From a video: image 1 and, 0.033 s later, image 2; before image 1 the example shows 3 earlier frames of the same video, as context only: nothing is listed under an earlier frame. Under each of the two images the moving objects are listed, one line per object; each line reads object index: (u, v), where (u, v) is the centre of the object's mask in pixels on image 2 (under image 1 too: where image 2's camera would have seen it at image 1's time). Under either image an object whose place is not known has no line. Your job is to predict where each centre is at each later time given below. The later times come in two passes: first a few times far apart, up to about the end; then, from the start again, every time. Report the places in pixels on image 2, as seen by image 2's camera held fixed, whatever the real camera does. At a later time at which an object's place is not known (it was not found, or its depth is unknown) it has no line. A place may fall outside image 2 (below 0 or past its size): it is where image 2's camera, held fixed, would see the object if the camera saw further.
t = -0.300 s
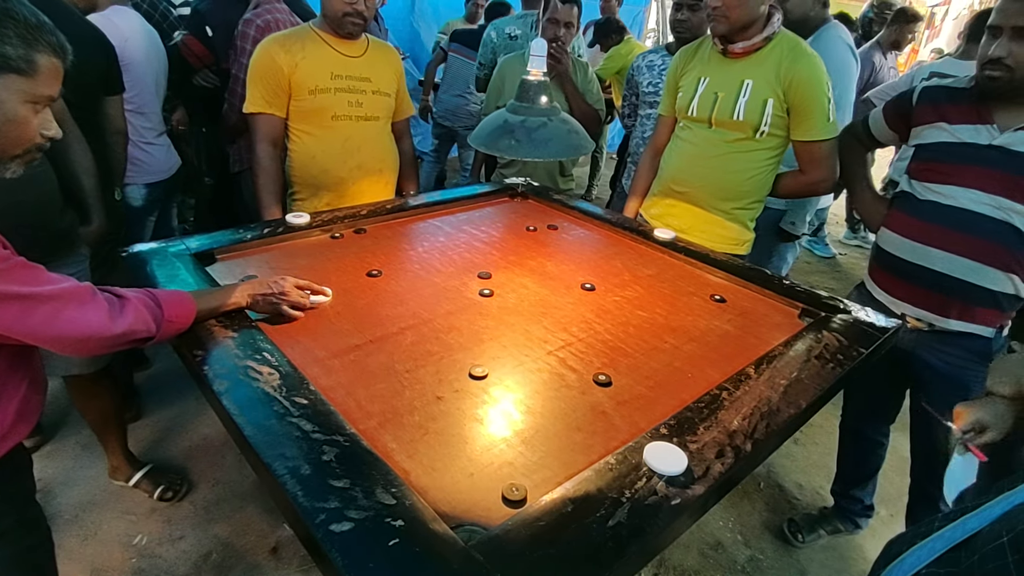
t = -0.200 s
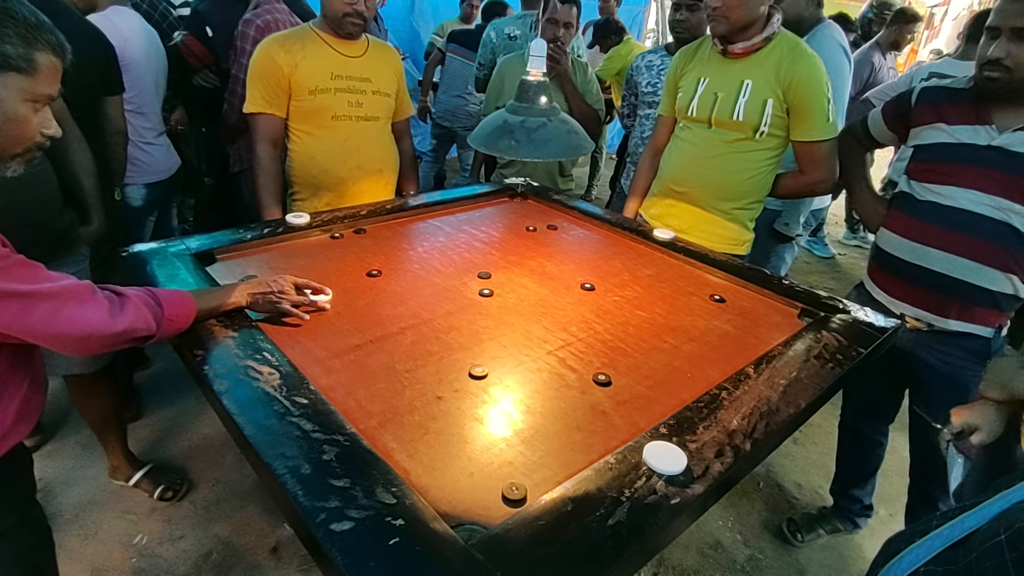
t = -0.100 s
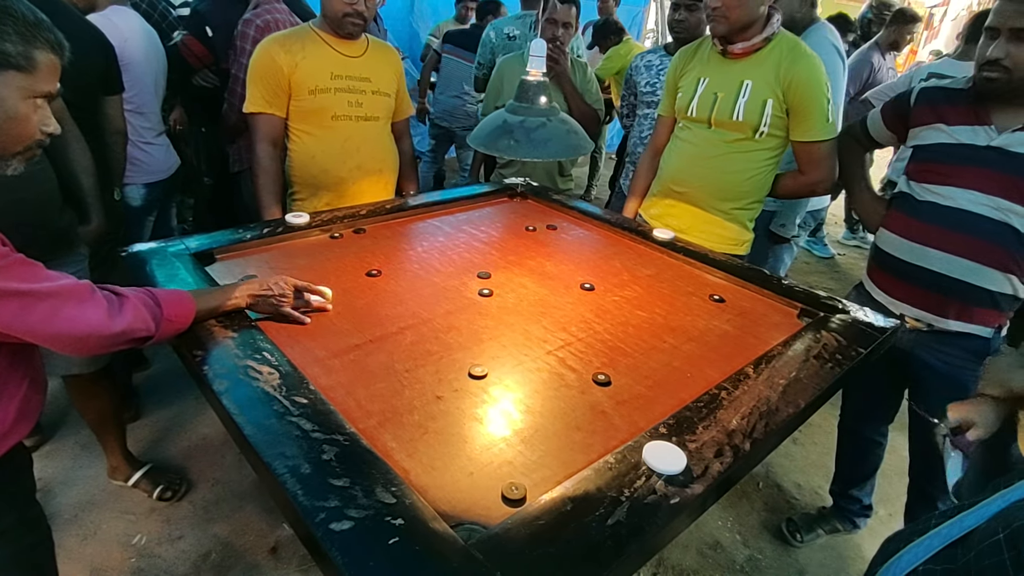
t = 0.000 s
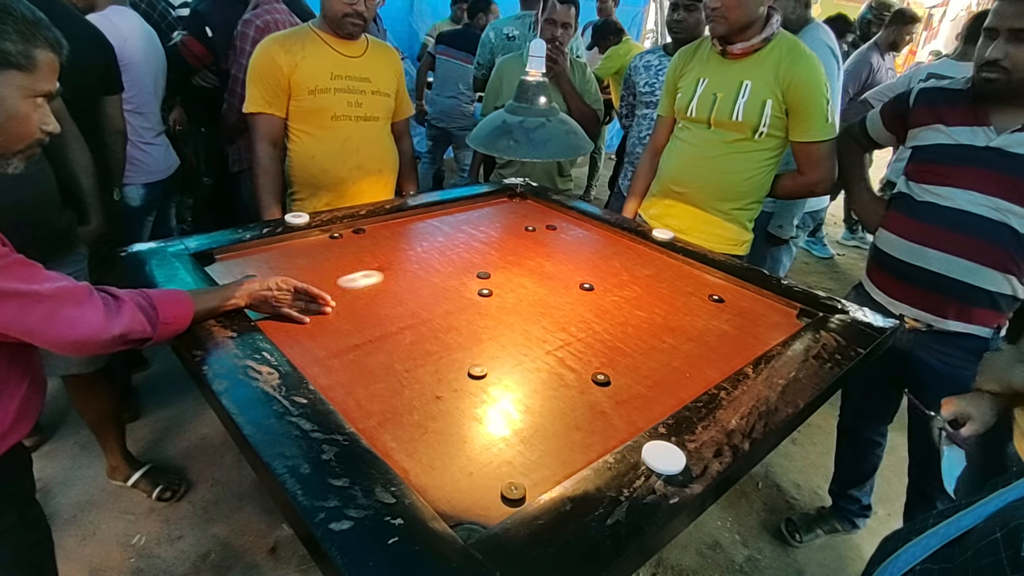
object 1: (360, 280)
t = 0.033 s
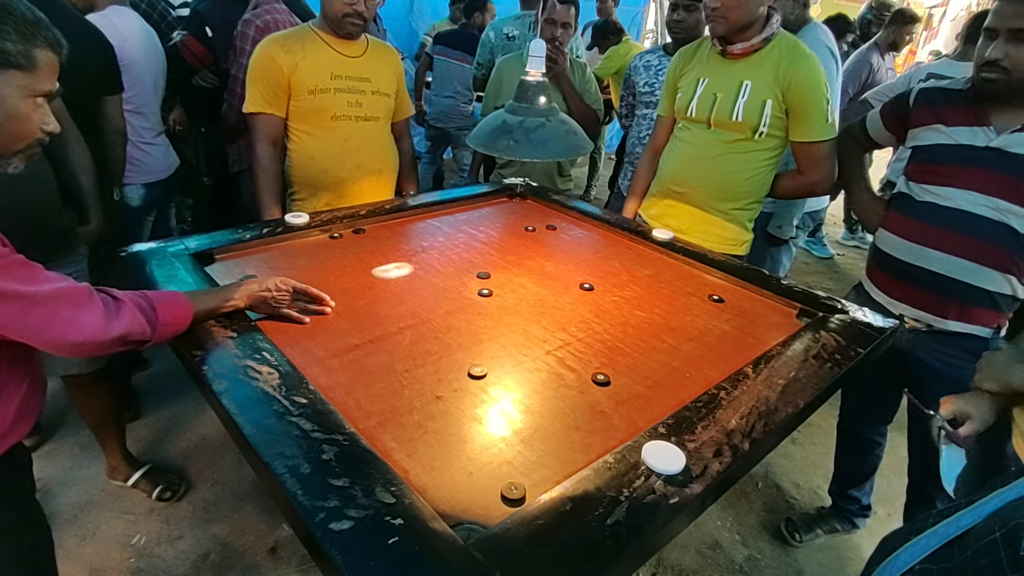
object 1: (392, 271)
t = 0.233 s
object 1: (536, 233)
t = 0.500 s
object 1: (576, 251)
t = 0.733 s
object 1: (555, 289)
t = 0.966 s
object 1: (542, 325)
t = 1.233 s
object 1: (539, 338)
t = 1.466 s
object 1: (539, 338)
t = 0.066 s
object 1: (421, 263)
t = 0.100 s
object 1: (448, 256)
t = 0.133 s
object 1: (472, 249)
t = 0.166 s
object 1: (495, 243)
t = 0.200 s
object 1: (516, 238)
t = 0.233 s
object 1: (536, 233)
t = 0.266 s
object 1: (553, 231)
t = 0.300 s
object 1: (568, 230)
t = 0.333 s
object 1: (583, 229)
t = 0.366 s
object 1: (588, 231)
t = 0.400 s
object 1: (585, 236)
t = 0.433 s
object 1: (582, 241)
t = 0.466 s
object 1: (579, 246)
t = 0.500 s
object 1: (576, 251)
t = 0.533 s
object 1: (573, 256)
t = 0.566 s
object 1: (570, 261)
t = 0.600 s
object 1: (567, 267)
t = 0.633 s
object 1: (564, 272)
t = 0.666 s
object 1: (561, 278)
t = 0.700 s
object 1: (558, 284)
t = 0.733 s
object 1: (555, 289)
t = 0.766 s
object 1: (553, 295)
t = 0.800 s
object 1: (550, 301)
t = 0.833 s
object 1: (548, 306)
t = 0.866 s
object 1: (546, 311)
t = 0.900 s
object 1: (544, 316)
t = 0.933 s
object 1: (543, 321)
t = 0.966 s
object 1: (542, 325)
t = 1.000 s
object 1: (541, 328)
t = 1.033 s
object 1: (540, 331)
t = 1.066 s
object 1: (540, 334)
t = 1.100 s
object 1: (539, 336)
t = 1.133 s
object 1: (539, 337)
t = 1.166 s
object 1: (539, 338)
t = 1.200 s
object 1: (539, 338)
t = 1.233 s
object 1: (539, 338)
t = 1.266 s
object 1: (539, 338)
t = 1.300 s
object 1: (539, 338)
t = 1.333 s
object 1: (539, 338)
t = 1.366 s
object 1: (539, 338)
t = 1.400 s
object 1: (539, 338)
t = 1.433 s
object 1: (539, 338)
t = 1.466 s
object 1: (539, 338)
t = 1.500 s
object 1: (539, 338)
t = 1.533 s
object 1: (539, 338)
